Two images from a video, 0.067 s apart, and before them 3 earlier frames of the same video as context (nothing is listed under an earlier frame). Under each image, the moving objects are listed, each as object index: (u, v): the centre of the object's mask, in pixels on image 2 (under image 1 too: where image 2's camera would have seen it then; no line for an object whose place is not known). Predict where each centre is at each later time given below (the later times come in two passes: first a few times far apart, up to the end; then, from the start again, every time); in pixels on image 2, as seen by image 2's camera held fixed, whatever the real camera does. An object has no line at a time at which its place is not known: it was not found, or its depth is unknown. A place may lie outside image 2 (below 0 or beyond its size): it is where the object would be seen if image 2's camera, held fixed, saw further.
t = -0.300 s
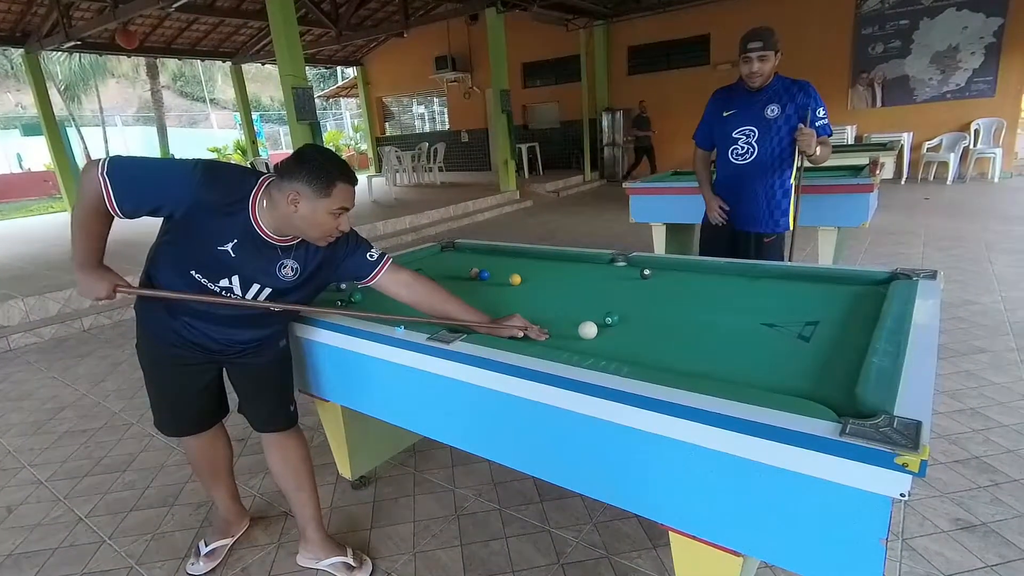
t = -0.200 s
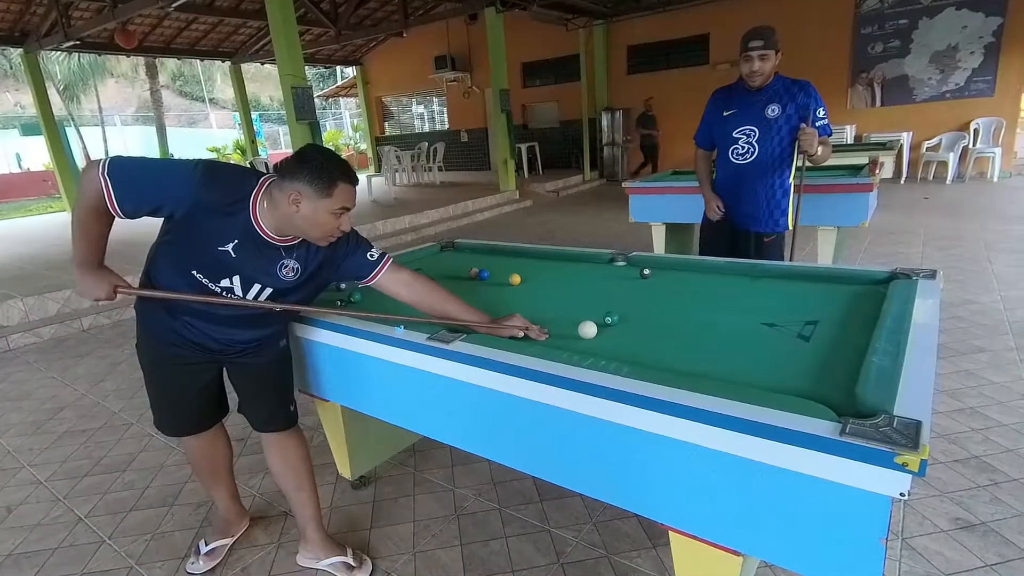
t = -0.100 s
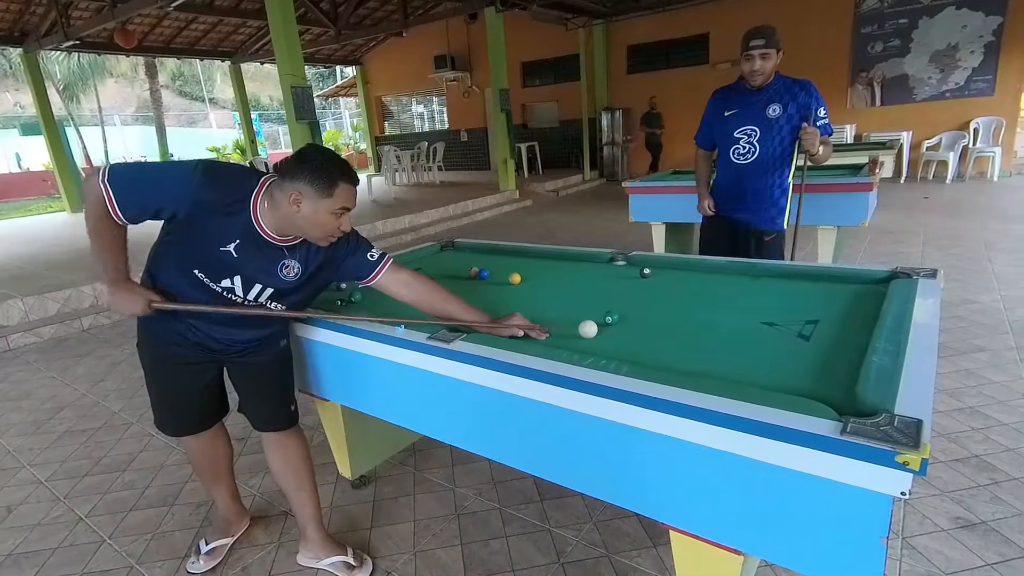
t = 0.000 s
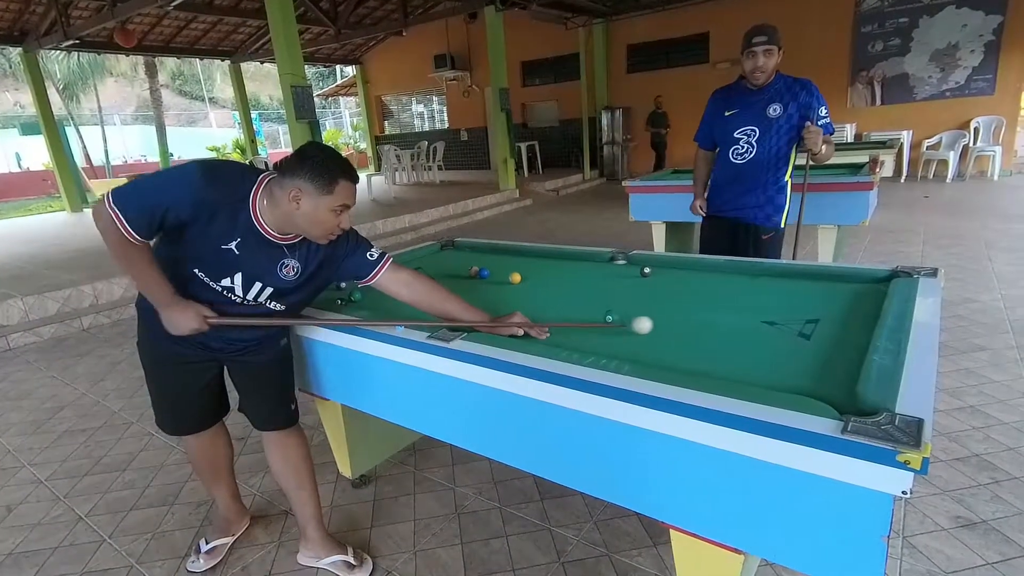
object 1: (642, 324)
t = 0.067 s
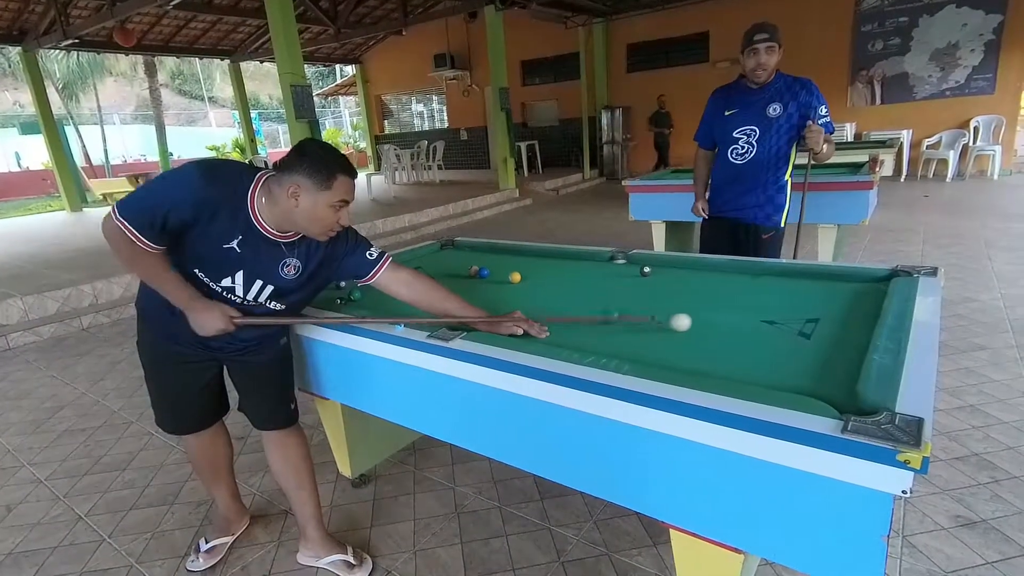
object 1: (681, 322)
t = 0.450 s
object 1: (867, 309)
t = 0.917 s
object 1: (762, 277)
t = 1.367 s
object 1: (684, 270)
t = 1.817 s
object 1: (622, 278)
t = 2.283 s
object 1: (569, 287)
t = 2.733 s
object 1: (520, 295)
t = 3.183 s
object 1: (473, 304)
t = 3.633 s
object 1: (429, 312)
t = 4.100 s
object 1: (410, 311)
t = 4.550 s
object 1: (415, 305)
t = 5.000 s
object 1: (419, 301)
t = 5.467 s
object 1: (420, 300)
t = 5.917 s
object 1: (420, 299)
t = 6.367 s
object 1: (420, 299)
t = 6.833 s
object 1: (420, 299)
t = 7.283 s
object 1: (420, 299)
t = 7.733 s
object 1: (419, 299)
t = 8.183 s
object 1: (419, 299)
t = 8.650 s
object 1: (419, 299)
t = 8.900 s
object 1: (419, 299)
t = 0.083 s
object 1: (690, 322)
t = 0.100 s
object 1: (698, 321)
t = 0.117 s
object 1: (706, 321)
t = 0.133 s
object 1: (715, 320)
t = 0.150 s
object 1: (723, 320)
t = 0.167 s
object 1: (732, 319)
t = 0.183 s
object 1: (740, 318)
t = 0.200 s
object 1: (748, 318)
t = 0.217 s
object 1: (757, 318)
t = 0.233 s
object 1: (766, 317)
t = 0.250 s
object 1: (774, 317)
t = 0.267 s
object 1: (783, 316)
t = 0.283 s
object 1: (791, 316)
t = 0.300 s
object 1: (800, 315)
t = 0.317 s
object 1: (808, 315)
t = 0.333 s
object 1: (817, 314)
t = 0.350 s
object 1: (825, 313)
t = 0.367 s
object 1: (833, 313)
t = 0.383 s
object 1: (842, 312)
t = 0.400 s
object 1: (850, 311)
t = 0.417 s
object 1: (859, 311)
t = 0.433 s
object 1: (867, 310)
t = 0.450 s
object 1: (867, 309)
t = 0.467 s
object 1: (862, 308)
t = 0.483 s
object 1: (856, 306)
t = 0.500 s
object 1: (851, 305)
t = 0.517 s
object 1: (846, 304)
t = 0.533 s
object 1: (841, 302)
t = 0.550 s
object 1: (837, 301)
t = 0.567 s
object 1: (833, 300)
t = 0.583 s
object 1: (829, 298)
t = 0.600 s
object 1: (825, 297)
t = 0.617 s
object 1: (821, 296)
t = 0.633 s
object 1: (817, 295)
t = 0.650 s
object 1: (814, 293)
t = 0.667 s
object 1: (810, 292)
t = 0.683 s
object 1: (807, 291)
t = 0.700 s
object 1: (803, 290)
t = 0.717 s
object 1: (800, 289)
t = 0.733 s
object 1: (796, 288)
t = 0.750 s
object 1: (793, 287)
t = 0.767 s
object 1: (790, 286)
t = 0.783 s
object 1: (786, 285)
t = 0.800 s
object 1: (783, 284)
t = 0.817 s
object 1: (780, 283)
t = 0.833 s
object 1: (777, 282)
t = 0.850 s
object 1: (774, 281)
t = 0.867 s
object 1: (770, 280)
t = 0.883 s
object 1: (768, 279)
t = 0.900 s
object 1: (765, 278)
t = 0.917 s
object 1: (762, 277)
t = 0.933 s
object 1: (759, 276)
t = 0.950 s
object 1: (756, 275)
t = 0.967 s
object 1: (754, 274)
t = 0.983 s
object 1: (751, 273)
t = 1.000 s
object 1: (748, 272)
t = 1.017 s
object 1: (746, 271)
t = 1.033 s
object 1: (743, 271)
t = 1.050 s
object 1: (741, 270)
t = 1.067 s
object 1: (739, 269)
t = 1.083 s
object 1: (736, 268)
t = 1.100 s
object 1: (734, 268)
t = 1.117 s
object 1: (730, 268)
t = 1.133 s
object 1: (727, 268)
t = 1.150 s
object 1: (724, 268)
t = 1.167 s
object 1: (721, 269)
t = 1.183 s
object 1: (718, 269)
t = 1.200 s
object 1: (714, 269)
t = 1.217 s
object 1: (711, 269)
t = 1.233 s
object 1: (708, 269)
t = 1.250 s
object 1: (705, 269)
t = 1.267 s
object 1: (702, 269)
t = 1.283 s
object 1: (699, 269)
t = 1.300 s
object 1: (696, 270)
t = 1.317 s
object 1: (693, 270)
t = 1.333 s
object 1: (690, 270)
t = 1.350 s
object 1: (687, 270)
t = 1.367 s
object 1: (684, 270)
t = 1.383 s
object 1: (680, 270)
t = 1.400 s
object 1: (678, 271)
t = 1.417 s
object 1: (675, 271)
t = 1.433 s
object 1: (672, 271)
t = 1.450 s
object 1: (668, 271)
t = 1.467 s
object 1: (666, 271)
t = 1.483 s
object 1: (663, 271)
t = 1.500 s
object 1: (660, 271)
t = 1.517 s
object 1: (657, 272)
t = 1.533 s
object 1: (655, 272)
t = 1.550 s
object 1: (653, 272)
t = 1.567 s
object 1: (651, 273)
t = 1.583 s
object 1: (649, 273)
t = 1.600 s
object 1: (647, 273)
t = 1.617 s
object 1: (645, 274)
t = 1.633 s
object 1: (643, 274)
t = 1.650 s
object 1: (641, 274)
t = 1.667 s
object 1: (639, 274)
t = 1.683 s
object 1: (637, 275)
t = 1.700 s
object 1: (635, 275)
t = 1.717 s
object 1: (633, 275)
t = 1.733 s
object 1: (631, 276)
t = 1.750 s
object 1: (629, 276)
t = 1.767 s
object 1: (627, 277)
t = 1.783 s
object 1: (625, 277)
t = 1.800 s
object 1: (623, 277)
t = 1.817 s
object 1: (622, 278)
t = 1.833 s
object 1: (620, 278)
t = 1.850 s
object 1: (618, 278)
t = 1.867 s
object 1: (616, 279)
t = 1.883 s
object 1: (614, 279)
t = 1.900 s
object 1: (612, 279)
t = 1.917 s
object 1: (610, 280)
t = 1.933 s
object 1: (608, 280)
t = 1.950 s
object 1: (606, 280)
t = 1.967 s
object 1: (604, 281)
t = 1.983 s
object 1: (602, 281)
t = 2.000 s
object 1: (601, 281)
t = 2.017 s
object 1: (598, 282)
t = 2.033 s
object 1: (597, 282)
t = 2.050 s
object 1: (595, 282)
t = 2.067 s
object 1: (593, 282)
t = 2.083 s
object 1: (591, 283)
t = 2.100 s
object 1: (589, 283)
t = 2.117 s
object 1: (587, 283)
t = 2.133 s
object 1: (585, 284)
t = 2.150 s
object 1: (583, 284)
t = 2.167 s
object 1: (581, 285)
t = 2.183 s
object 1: (579, 285)
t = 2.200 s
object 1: (578, 285)
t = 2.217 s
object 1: (576, 286)
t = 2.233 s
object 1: (574, 286)
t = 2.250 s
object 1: (572, 286)
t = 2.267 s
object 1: (570, 287)
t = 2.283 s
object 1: (569, 287)
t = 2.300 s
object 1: (567, 287)
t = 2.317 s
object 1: (565, 287)
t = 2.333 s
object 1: (563, 288)
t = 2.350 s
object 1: (561, 288)
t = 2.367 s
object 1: (559, 288)
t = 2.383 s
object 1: (557, 289)
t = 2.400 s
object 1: (556, 289)
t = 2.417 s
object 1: (554, 289)
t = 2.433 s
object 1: (552, 290)
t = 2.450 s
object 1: (550, 290)
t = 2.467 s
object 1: (548, 290)
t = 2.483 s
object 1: (546, 291)
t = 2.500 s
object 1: (545, 291)
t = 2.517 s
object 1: (543, 291)
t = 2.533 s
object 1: (541, 291)
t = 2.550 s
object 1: (539, 292)
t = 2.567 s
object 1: (538, 292)
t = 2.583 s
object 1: (536, 292)
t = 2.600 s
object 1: (534, 293)
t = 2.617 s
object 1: (532, 293)
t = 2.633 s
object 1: (531, 293)
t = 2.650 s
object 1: (529, 294)
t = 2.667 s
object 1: (527, 294)
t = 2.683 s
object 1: (525, 294)
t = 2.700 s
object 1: (523, 295)
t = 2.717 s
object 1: (522, 295)
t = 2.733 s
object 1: (520, 295)
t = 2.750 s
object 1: (518, 296)
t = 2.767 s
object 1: (516, 296)
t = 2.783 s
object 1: (514, 296)
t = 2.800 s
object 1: (513, 297)
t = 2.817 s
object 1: (511, 297)
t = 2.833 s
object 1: (509, 297)
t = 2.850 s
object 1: (508, 298)
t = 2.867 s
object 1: (506, 298)
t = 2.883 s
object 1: (504, 298)
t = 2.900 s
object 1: (502, 298)
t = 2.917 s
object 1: (501, 299)
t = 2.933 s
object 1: (499, 299)
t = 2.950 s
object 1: (497, 299)
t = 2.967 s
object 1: (495, 300)
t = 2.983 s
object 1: (494, 300)
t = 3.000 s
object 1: (492, 300)
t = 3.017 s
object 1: (490, 300)
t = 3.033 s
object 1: (489, 301)
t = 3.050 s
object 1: (487, 301)
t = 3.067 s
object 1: (485, 301)
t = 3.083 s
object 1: (483, 302)
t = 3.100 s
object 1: (482, 302)
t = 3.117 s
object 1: (480, 302)
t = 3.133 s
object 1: (478, 303)
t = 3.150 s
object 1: (477, 303)
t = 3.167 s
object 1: (475, 303)
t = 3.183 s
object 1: (473, 304)
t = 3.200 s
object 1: (472, 304)
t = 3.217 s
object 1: (470, 304)
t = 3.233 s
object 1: (468, 304)
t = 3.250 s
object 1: (467, 305)
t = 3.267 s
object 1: (465, 305)
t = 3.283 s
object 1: (463, 305)
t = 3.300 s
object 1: (462, 306)
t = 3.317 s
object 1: (460, 306)
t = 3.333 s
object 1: (459, 306)
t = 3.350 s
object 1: (457, 306)
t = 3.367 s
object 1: (455, 307)
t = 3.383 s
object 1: (454, 307)
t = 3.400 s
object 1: (452, 307)
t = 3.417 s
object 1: (450, 308)
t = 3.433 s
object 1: (449, 308)
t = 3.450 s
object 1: (447, 308)
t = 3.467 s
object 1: (445, 308)
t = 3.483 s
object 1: (444, 309)
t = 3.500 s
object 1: (442, 309)
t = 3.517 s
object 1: (440, 310)
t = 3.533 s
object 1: (439, 310)
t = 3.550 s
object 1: (437, 310)
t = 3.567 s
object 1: (436, 310)
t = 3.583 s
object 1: (434, 311)
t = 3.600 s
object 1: (433, 311)
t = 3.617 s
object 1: (431, 311)
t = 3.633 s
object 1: (429, 312)
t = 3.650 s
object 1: (428, 312)
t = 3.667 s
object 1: (426, 312)
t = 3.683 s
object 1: (425, 312)
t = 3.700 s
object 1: (423, 312)
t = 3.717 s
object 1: (421, 313)
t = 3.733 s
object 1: (420, 313)
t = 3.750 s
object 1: (418, 313)
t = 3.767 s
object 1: (417, 313)
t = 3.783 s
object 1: (416, 313)
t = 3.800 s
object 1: (414, 313)
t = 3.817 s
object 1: (413, 313)
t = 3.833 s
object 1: (411, 313)
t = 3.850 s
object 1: (410, 313)
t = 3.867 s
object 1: (408, 313)
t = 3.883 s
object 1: (407, 313)
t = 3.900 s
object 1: (407, 313)
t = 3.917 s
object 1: (407, 313)
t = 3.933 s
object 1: (407, 313)
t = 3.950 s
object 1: (407, 312)
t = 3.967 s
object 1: (408, 312)
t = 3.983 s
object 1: (408, 312)
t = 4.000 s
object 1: (408, 312)
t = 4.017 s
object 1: (408, 312)
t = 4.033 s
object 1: (408, 311)
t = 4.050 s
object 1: (409, 311)
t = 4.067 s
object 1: (409, 311)
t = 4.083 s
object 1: (409, 311)
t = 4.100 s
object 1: (410, 311)
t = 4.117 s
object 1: (410, 311)
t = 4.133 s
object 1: (410, 311)
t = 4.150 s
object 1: (410, 310)
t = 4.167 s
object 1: (411, 310)
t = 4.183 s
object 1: (411, 310)
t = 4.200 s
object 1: (411, 310)
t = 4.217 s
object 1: (411, 310)
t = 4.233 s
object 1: (412, 309)
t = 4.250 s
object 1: (412, 309)
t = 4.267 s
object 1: (412, 309)
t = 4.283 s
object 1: (412, 309)
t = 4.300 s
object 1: (412, 308)
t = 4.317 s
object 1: (413, 308)
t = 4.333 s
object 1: (413, 308)
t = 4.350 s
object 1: (413, 308)
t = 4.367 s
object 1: (413, 308)
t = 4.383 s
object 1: (413, 307)
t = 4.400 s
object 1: (413, 307)
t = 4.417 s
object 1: (414, 307)
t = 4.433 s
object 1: (414, 307)
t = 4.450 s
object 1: (414, 306)
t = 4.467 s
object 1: (415, 306)
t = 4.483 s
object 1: (415, 306)
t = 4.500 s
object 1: (415, 306)
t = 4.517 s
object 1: (415, 306)
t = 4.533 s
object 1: (415, 306)
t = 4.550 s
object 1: (415, 305)
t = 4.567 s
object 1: (415, 305)
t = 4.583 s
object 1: (415, 305)
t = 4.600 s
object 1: (416, 305)
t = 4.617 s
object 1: (416, 304)
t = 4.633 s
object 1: (416, 304)
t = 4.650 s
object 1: (416, 304)
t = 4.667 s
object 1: (416, 304)
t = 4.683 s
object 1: (417, 304)
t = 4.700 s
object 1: (417, 303)
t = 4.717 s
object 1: (417, 303)
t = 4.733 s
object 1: (417, 303)
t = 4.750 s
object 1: (417, 303)
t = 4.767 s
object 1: (417, 303)
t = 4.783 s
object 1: (417, 303)
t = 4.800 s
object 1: (417, 303)
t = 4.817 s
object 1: (417, 302)
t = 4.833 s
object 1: (418, 302)
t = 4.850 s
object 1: (418, 302)
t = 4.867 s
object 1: (418, 302)
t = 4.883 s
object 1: (418, 302)
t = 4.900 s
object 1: (418, 302)
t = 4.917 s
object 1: (418, 302)
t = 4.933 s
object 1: (418, 302)
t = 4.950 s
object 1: (419, 302)
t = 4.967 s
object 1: (419, 301)
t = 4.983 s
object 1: (419, 301)
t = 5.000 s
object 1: (419, 301)
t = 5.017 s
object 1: (419, 301)
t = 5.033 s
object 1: (419, 301)
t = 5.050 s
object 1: (419, 301)
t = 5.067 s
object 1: (419, 301)
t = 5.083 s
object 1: (419, 301)
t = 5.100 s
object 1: (419, 301)
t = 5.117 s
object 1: (419, 301)
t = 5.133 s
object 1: (419, 300)
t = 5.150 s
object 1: (419, 300)
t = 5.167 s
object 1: (419, 300)
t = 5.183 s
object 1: (419, 300)
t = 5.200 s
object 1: (419, 300)
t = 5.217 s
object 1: (420, 300)
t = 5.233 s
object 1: (420, 300)
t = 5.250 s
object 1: (420, 300)
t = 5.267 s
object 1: (420, 300)
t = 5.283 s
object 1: (420, 300)
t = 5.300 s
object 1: (420, 300)
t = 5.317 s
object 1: (420, 300)
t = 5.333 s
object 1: (420, 300)
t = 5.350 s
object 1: (420, 300)
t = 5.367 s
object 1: (420, 300)
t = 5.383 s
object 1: (420, 300)
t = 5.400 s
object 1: (420, 300)
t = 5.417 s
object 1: (420, 300)
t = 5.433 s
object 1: (420, 300)
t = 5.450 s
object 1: (420, 300)
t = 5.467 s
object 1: (420, 300)
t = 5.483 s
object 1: (420, 299)
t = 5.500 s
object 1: (420, 299)
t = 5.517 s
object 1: (420, 299)
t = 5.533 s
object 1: (420, 299)
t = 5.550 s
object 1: (420, 299)
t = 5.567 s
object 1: (420, 299)
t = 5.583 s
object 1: (420, 299)
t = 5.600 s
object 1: (420, 299)
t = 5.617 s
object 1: (420, 299)
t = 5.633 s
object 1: (420, 299)
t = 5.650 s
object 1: (420, 299)
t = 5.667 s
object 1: (420, 299)
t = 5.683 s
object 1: (420, 299)
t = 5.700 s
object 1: (420, 299)
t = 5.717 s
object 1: (420, 299)
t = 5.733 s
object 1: (420, 299)
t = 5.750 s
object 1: (420, 299)
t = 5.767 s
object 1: (420, 299)
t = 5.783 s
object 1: (420, 299)
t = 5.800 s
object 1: (420, 299)
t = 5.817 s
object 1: (420, 299)
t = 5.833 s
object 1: (420, 299)
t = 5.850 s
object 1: (420, 299)
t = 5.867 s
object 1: (420, 299)
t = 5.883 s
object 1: (420, 299)
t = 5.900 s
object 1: (420, 299)
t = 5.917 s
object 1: (420, 299)
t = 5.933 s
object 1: (420, 299)
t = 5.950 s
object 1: (420, 299)
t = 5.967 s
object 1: (420, 299)
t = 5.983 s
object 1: (420, 299)
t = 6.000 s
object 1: (420, 299)
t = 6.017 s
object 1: (420, 299)
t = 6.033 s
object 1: (420, 299)
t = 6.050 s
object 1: (420, 299)
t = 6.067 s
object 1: (420, 299)
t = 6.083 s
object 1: (420, 299)
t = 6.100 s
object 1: (420, 299)
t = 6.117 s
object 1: (420, 299)
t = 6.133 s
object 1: (420, 299)
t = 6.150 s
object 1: (420, 299)
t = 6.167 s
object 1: (420, 299)
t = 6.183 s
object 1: (420, 299)
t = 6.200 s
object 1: (420, 299)
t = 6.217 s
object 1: (420, 299)
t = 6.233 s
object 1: (420, 299)
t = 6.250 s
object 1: (420, 299)
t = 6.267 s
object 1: (420, 299)
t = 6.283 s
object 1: (420, 299)
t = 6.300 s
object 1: (420, 299)
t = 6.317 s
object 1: (420, 299)
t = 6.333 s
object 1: (420, 299)
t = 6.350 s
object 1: (420, 299)
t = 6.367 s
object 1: (420, 299)
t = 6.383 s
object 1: (420, 299)
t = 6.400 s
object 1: (420, 299)
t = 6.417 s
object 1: (420, 299)
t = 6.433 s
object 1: (420, 299)
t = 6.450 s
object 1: (420, 299)
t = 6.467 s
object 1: (420, 299)
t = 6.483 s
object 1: (420, 299)
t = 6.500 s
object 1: (420, 299)
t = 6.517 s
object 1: (420, 299)
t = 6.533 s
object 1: (420, 299)
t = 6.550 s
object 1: (420, 299)
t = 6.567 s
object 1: (420, 299)
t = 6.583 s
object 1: (420, 299)
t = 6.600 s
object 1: (420, 299)
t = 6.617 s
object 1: (420, 299)
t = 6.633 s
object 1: (420, 299)
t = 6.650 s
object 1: (420, 299)
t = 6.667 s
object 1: (420, 299)
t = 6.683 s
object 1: (420, 299)
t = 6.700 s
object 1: (420, 299)
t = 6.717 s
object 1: (420, 299)
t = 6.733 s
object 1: (420, 299)
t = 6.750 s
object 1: (420, 299)
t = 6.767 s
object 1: (420, 299)
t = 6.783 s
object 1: (420, 299)
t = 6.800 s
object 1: (420, 299)
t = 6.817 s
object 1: (420, 299)
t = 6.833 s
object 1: (420, 299)
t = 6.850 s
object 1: (420, 299)
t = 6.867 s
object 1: (420, 299)
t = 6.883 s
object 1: (420, 299)
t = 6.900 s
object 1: (420, 299)
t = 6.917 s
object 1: (420, 299)
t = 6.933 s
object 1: (420, 299)
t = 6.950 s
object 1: (420, 299)
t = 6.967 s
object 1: (420, 299)
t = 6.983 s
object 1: (420, 299)
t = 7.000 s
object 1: (420, 299)
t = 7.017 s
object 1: (420, 299)
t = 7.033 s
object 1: (420, 299)
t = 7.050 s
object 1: (420, 299)
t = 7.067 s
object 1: (420, 299)
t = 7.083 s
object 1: (420, 299)
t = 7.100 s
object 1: (420, 299)
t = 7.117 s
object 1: (420, 299)
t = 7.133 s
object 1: (420, 299)
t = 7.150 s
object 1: (420, 299)
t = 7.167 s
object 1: (420, 299)
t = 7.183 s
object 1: (420, 299)
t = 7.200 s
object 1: (420, 299)
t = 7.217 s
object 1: (420, 299)
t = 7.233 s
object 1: (420, 299)
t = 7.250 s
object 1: (420, 299)
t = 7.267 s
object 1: (420, 299)
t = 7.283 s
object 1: (420, 299)
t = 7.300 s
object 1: (420, 299)
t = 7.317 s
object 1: (420, 299)
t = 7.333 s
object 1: (420, 299)
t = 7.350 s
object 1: (420, 299)
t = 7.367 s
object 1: (420, 299)
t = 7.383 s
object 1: (420, 299)
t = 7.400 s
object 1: (420, 299)
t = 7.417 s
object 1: (420, 299)
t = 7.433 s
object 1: (420, 299)
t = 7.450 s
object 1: (420, 299)
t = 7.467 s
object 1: (419, 299)
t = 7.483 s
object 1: (420, 299)
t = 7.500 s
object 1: (420, 299)
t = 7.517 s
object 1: (420, 299)
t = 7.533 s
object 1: (419, 299)
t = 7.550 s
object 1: (419, 299)
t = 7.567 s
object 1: (420, 299)
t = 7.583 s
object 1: (419, 299)
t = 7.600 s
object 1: (419, 299)
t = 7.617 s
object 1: (419, 299)
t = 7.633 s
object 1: (419, 299)
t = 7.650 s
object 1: (419, 299)
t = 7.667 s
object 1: (419, 299)
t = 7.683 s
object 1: (419, 299)
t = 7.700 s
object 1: (419, 299)
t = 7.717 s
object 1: (419, 299)
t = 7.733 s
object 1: (419, 299)
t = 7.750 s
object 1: (419, 299)
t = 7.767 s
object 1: (419, 299)
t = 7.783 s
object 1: (419, 299)
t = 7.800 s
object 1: (419, 299)
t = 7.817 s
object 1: (419, 299)
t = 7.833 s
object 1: (419, 299)
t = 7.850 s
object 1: (419, 299)
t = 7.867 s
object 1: (419, 299)
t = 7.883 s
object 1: (419, 299)
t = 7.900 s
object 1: (419, 299)
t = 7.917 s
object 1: (419, 299)
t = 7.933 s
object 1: (419, 299)
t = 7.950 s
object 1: (419, 299)
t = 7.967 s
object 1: (419, 299)
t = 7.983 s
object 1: (419, 299)
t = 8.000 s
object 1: (419, 299)
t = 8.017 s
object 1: (419, 299)
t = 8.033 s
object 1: (419, 299)
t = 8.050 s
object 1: (419, 299)
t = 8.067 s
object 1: (419, 299)
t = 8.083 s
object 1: (419, 299)
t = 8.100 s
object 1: (419, 299)
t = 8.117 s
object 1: (419, 299)
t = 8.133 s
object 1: (419, 299)
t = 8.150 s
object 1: (419, 299)
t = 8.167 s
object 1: (419, 299)
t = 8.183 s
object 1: (419, 299)
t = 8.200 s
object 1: (419, 299)
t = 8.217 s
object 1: (419, 299)
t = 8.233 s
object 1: (419, 299)
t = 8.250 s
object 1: (419, 299)
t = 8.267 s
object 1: (419, 299)
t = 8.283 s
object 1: (419, 299)
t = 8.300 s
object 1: (419, 299)
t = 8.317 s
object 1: (419, 299)
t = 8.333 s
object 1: (419, 299)
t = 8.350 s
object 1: (419, 299)
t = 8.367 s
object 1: (419, 299)
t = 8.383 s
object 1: (419, 299)
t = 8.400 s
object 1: (419, 299)
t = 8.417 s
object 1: (419, 299)
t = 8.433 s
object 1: (419, 299)
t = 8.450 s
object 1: (419, 299)
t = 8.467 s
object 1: (419, 299)
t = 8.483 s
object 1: (419, 299)
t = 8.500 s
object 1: (419, 299)
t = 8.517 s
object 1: (419, 299)
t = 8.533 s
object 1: (419, 299)
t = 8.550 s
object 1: (419, 299)
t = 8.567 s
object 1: (419, 299)
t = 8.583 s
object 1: (419, 299)
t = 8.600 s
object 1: (419, 299)
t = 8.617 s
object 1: (419, 299)
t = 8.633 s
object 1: (419, 299)
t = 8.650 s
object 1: (419, 299)
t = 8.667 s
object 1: (419, 299)
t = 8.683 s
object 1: (419, 299)
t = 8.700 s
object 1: (419, 299)
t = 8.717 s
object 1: (419, 299)
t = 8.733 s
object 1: (419, 299)
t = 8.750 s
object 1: (419, 299)
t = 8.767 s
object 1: (419, 299)
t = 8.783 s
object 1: (419, 299)
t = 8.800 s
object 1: (419, 299)
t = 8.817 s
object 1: (419, 299)
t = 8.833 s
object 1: (419, 299)
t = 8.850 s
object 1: (419, 299)
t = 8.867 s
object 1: (419, 299)
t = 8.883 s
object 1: (419, 299)
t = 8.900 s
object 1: (419, 299)
